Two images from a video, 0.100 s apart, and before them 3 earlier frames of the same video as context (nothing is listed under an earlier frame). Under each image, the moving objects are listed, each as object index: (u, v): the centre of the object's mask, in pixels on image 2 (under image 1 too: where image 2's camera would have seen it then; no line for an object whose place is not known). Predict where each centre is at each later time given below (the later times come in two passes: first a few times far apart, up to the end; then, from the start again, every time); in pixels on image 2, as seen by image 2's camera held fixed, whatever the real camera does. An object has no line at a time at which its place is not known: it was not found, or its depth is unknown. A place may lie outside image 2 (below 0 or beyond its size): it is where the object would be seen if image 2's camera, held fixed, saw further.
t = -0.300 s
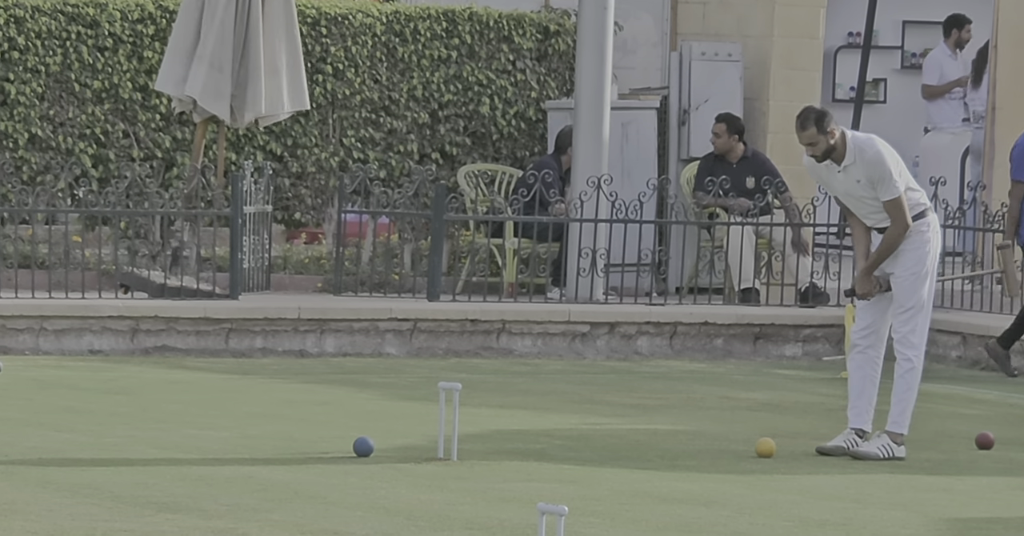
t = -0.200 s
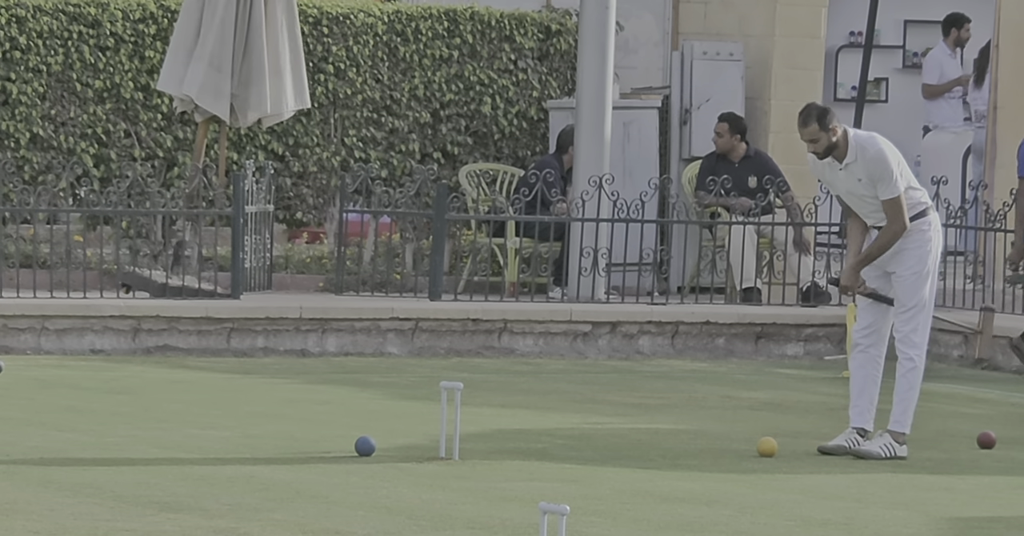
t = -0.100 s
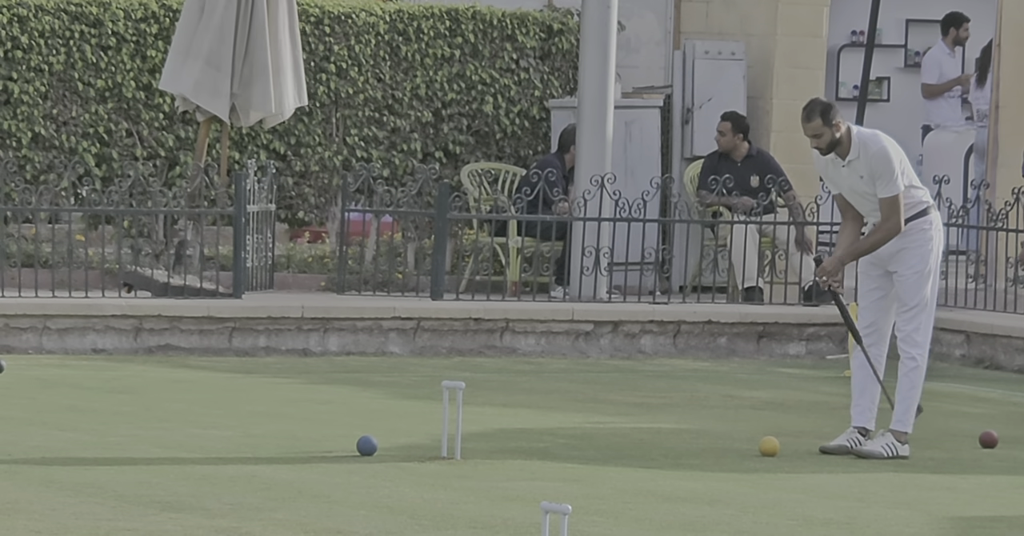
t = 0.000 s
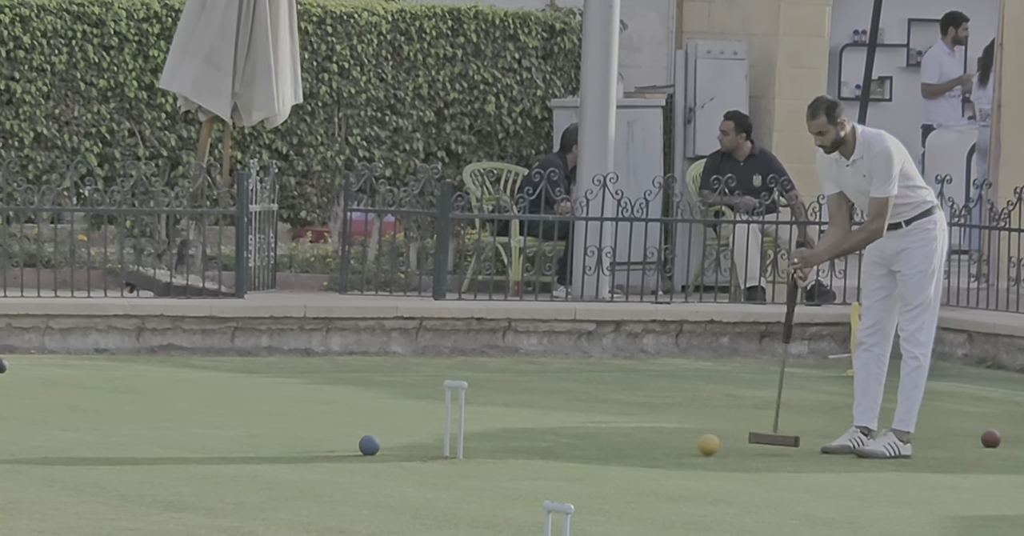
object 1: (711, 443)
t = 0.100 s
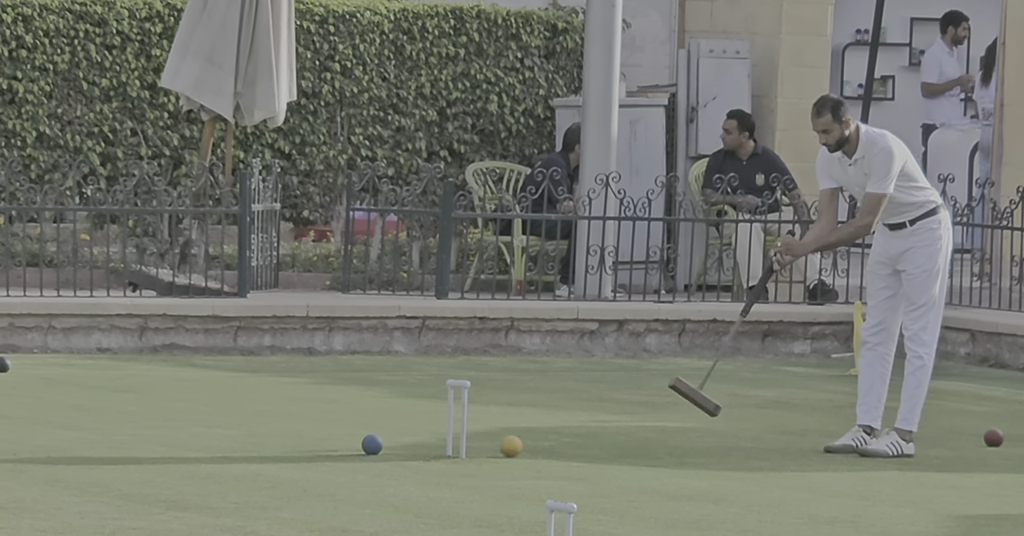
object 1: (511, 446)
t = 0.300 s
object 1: (363, 448)
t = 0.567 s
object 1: (230, 456)
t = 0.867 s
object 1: (89, 460)
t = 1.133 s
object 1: (-33, 465)
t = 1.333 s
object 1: (-119, 468)
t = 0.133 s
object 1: (453, 446)
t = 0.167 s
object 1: (435, 446)
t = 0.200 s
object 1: (415, 450)
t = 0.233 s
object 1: (397, 451)
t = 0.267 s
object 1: (380, 448)
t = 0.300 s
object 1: (363, 448)
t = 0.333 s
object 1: (345, 451)
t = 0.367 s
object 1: (329, 453)
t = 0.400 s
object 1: (312, 452)
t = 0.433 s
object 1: (296, 454)
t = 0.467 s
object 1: (279, 456)
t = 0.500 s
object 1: (263, 454)
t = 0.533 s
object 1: (247, 455)
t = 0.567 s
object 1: (230, 456)
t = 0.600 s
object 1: (214, 455)
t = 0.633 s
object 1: (198, 456)
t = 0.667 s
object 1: (182, 457)
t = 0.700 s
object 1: (167, 456)
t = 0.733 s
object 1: (151, 457)
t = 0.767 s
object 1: (135, 458)
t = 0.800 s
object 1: (120, 457)
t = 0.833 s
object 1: (105, 458)
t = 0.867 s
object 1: (89, 460)
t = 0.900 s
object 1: (74, 459)
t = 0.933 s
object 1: (58, 460)
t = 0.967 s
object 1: (43, 461)
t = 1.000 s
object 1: (28, 462)
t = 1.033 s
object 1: (12, 463)
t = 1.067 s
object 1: (-2, 463)
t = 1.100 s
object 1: (-18, 464)
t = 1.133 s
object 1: (-33, 465)
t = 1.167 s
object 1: (-48, 464)
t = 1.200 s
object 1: (-64, 466)
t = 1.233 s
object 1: (-79, 466)
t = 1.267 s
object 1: (-94, 466)
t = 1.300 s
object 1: (-107, 468)
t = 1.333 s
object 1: (-119, 468)
